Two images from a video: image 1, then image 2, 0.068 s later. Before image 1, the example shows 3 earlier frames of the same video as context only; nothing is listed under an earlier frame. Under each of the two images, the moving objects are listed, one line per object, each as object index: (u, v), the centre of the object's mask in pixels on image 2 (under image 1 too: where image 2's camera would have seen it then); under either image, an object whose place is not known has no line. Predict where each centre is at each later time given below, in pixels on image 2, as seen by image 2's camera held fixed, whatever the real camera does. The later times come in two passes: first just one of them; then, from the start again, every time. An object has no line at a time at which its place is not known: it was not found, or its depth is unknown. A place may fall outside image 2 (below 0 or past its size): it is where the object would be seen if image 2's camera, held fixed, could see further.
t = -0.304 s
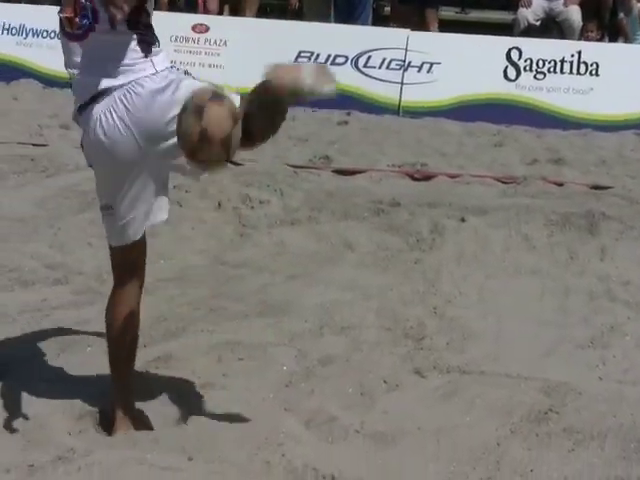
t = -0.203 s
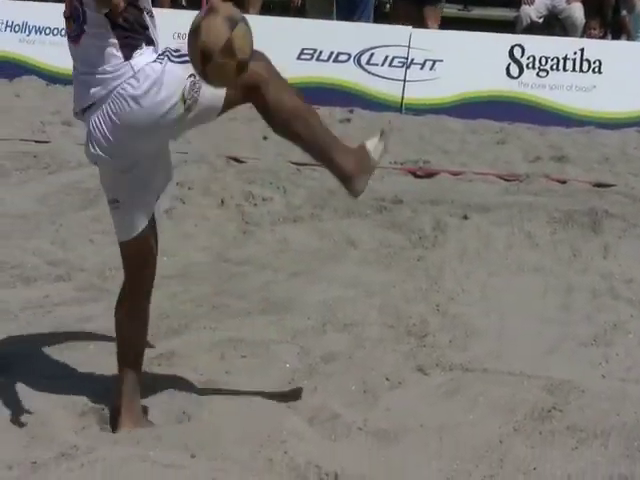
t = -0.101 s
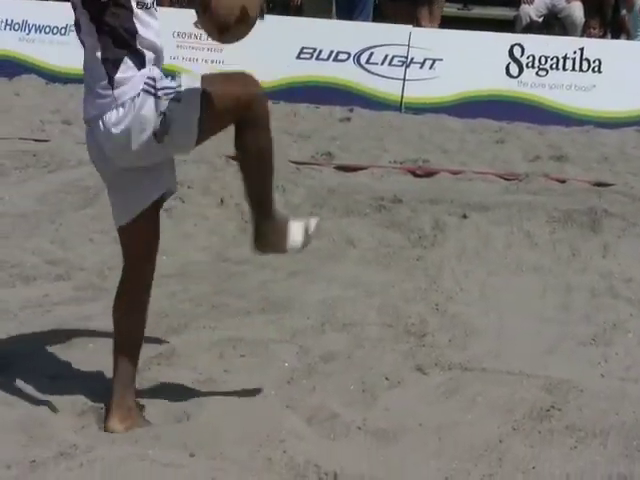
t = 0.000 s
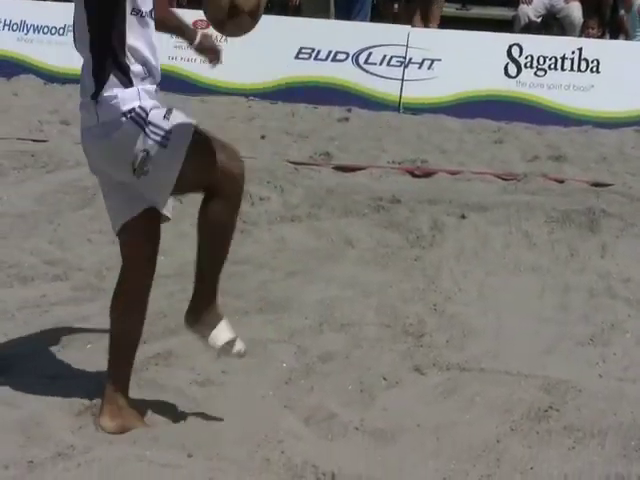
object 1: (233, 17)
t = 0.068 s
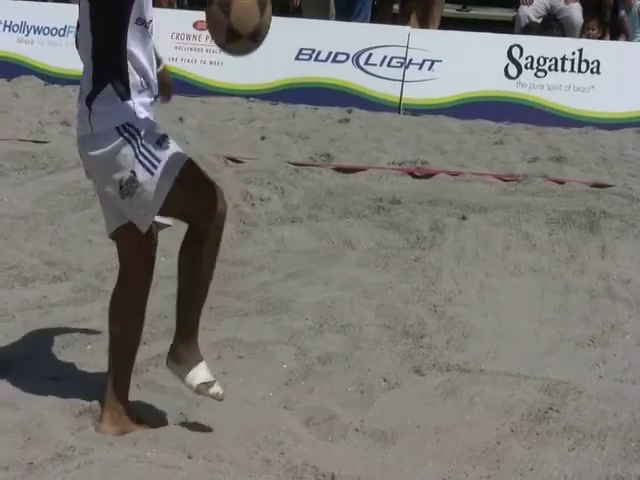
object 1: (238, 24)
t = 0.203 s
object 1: (244, 100)
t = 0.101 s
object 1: (240, 33)
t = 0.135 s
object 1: (241, 46)
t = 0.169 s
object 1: (243, 71)
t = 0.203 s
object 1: (244, 100)
